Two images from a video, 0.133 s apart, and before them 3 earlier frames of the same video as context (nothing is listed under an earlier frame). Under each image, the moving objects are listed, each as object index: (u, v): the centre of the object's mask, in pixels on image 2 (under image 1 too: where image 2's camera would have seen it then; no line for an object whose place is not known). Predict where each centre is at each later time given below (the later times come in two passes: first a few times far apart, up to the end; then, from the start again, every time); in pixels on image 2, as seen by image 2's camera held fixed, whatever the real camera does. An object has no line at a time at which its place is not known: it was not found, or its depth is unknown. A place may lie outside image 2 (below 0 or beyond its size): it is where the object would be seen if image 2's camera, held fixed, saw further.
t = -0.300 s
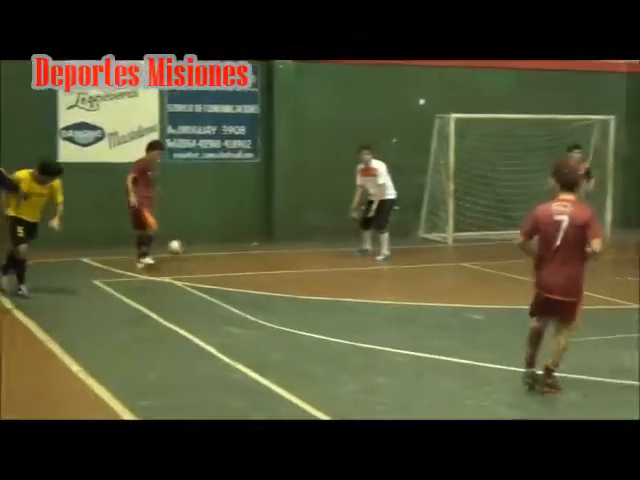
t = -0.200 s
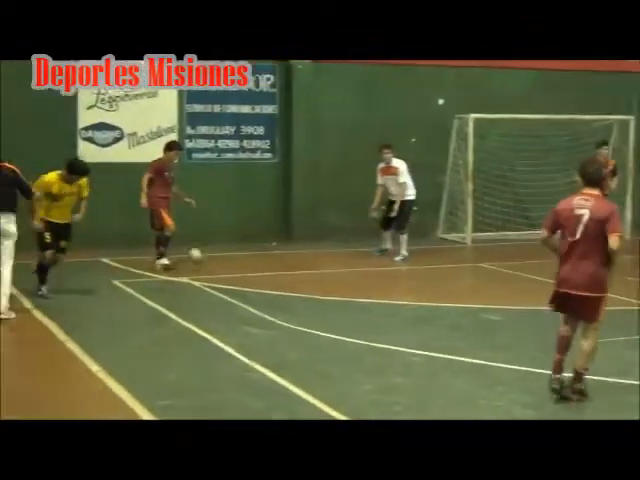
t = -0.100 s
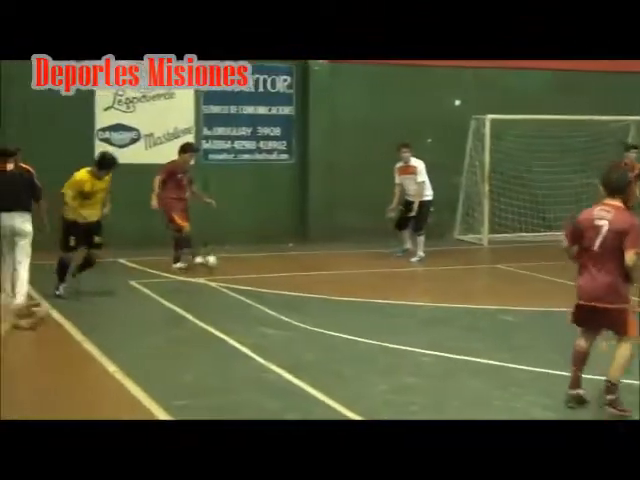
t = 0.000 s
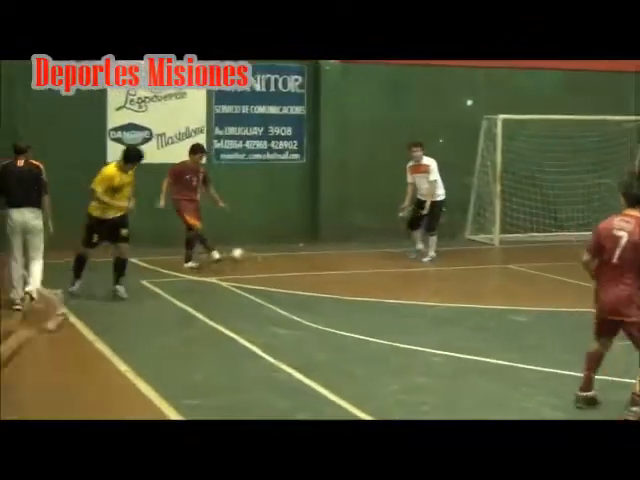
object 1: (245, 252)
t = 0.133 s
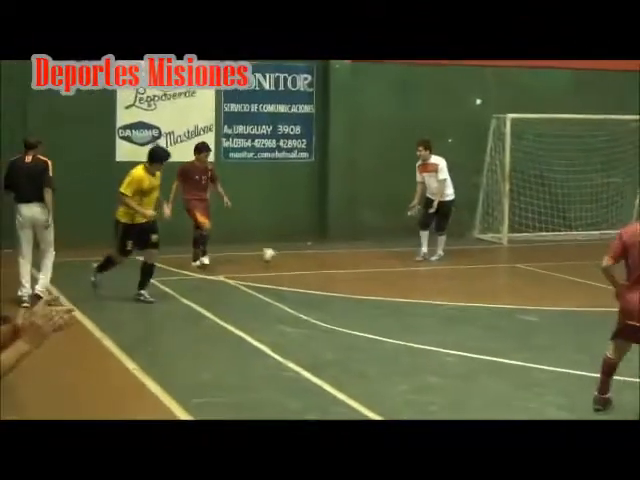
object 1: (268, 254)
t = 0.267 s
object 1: (285, 256)
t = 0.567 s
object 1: (312, 258)
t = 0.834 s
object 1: (336, 256)
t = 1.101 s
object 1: (359, 256)
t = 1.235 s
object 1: (370, 254)
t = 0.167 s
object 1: (274, 256)
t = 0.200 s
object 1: (278, 258)
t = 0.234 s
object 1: (282, 257)
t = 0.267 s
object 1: (285, 256)
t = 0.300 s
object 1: (289, 254)
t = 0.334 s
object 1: (291, 254)
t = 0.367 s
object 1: (295, 255)
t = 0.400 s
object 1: (298, 258)
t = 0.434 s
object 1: (302, 258)
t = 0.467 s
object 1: (304, 257)
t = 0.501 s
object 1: (306, 258)
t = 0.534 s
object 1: (309, 258)
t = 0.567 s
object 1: (312, 258)
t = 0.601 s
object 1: (314, 258)
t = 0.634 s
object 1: (319, 258)
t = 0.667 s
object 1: (322, 258)
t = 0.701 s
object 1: (324, 258)
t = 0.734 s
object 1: (327, 258)
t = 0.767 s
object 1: (330, 257)
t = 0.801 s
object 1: (333, 257)
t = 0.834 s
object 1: (336, 256)
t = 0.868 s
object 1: (339, 256)
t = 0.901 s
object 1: (341, 257)
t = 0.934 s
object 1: (345, 256)
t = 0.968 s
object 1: (347, 256)
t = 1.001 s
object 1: (350, 256)
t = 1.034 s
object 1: (353, 255)
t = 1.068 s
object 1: (356, 256)
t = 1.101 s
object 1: (359, 256)
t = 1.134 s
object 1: (361, 255)
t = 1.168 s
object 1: (365, 255)
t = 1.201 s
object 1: (368, 255)
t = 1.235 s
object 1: (370, 254)
